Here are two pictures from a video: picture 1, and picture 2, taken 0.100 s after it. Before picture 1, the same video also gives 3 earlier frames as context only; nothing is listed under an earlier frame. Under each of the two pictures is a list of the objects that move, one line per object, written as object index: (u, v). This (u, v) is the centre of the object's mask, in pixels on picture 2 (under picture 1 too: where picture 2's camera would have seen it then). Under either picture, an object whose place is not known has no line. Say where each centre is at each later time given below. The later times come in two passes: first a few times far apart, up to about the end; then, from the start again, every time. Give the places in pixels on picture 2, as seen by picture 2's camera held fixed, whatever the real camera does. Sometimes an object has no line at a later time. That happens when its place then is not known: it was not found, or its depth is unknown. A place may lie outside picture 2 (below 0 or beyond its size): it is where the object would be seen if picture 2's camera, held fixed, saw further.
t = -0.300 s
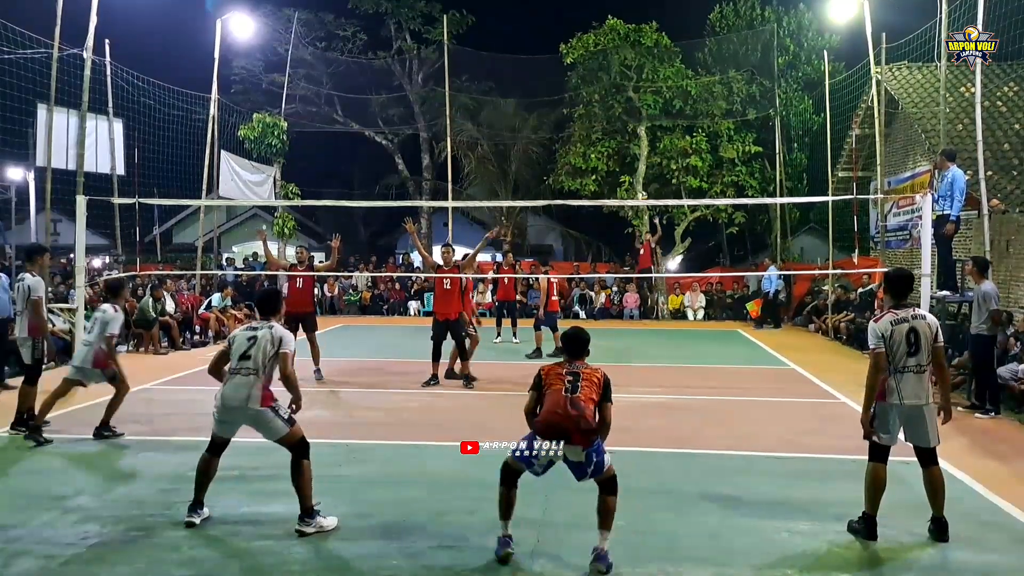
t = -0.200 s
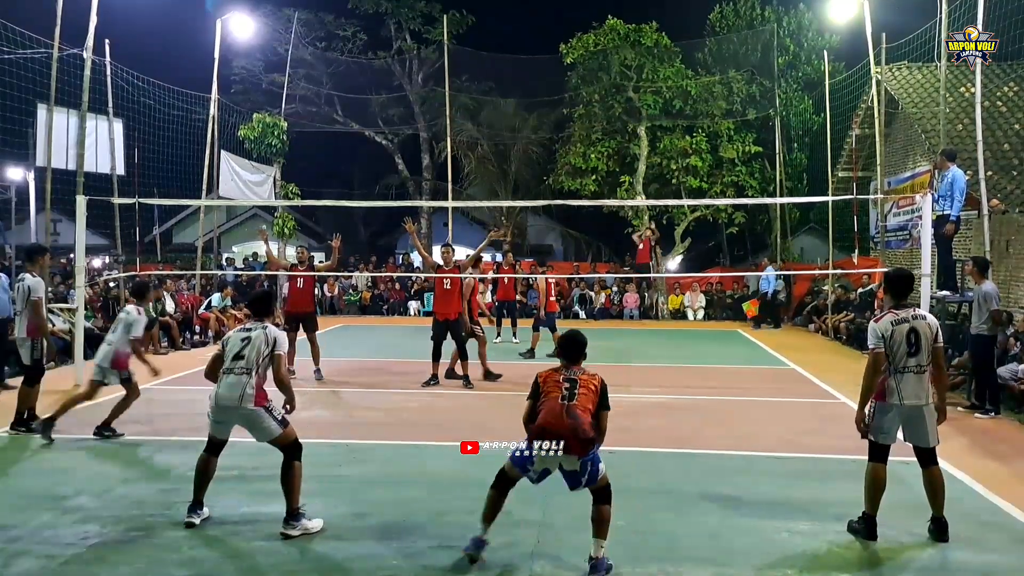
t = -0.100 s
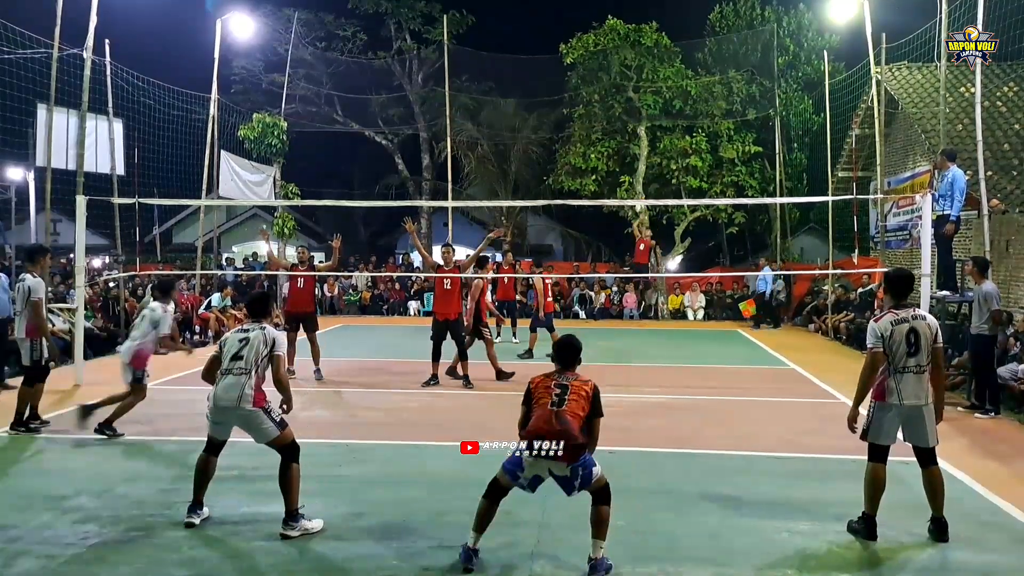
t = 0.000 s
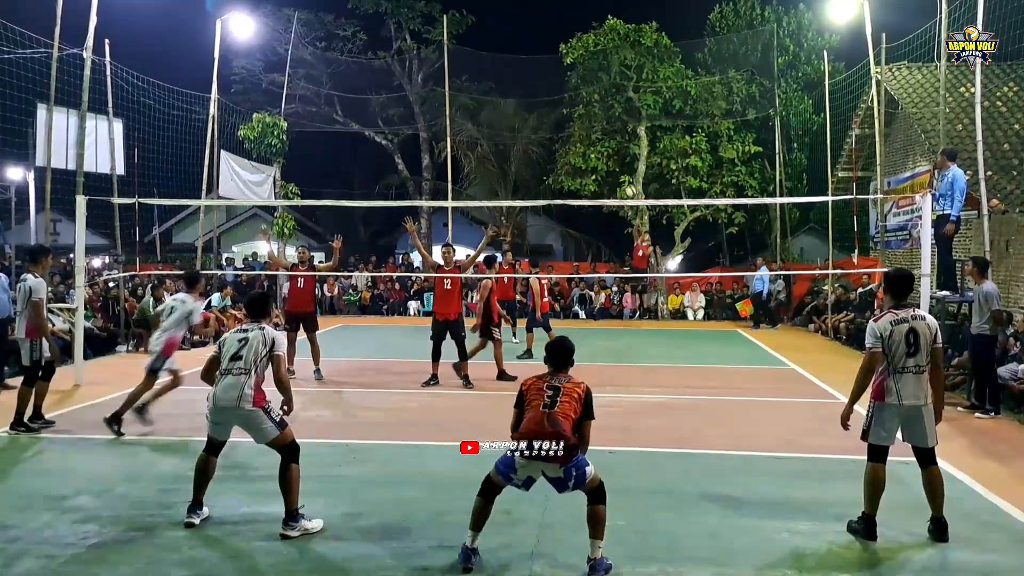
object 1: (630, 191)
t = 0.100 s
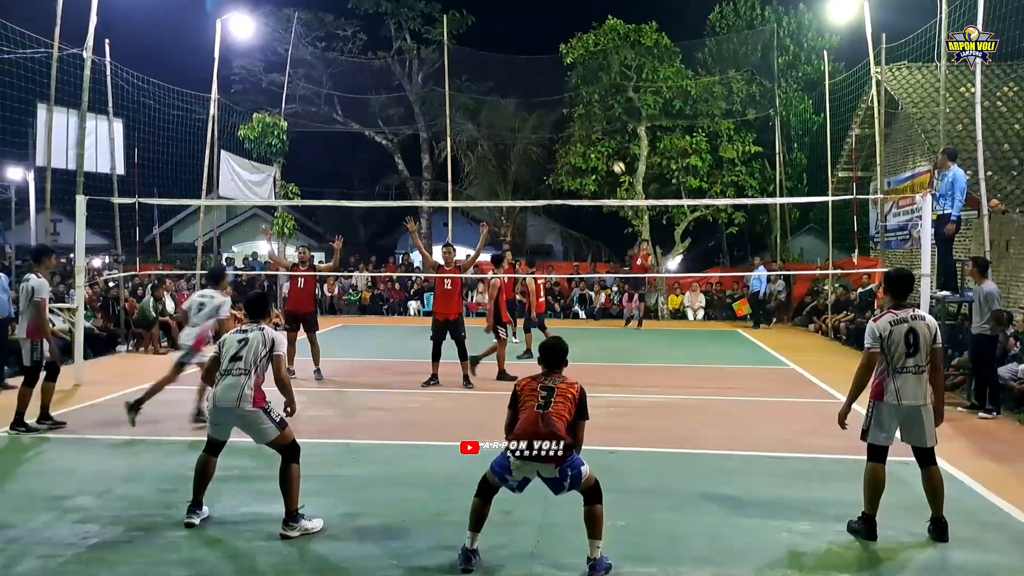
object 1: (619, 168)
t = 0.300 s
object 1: (589, 126)
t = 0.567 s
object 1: (527, 97)
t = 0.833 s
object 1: (413, 126)
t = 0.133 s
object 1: (614, 160)
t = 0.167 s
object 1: (610, 153)
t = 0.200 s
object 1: (605, 146)
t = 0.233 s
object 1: (600, 139)
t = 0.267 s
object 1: (595, 133)
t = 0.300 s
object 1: (589, 126)
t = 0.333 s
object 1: (582, 121)
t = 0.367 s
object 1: (576, 116)
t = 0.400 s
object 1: (570, 112)
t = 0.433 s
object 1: (562, 107)
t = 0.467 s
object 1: (554, 105)
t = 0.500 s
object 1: (545, 101)
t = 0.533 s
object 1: (536, 99)
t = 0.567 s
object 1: (527, 97)
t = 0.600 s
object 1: (516, 96)
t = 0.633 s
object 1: (504, 96)
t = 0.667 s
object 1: (491, 97)
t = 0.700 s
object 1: (479, 100)
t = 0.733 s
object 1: (464, 104)
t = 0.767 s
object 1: (448, 110)
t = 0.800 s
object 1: (432, 117)
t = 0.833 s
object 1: (413, 126)
